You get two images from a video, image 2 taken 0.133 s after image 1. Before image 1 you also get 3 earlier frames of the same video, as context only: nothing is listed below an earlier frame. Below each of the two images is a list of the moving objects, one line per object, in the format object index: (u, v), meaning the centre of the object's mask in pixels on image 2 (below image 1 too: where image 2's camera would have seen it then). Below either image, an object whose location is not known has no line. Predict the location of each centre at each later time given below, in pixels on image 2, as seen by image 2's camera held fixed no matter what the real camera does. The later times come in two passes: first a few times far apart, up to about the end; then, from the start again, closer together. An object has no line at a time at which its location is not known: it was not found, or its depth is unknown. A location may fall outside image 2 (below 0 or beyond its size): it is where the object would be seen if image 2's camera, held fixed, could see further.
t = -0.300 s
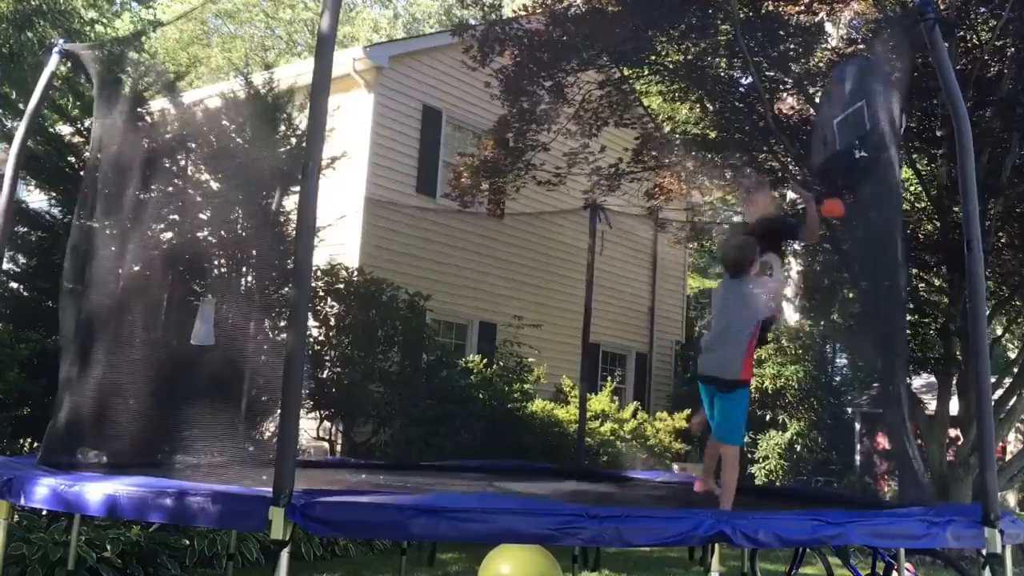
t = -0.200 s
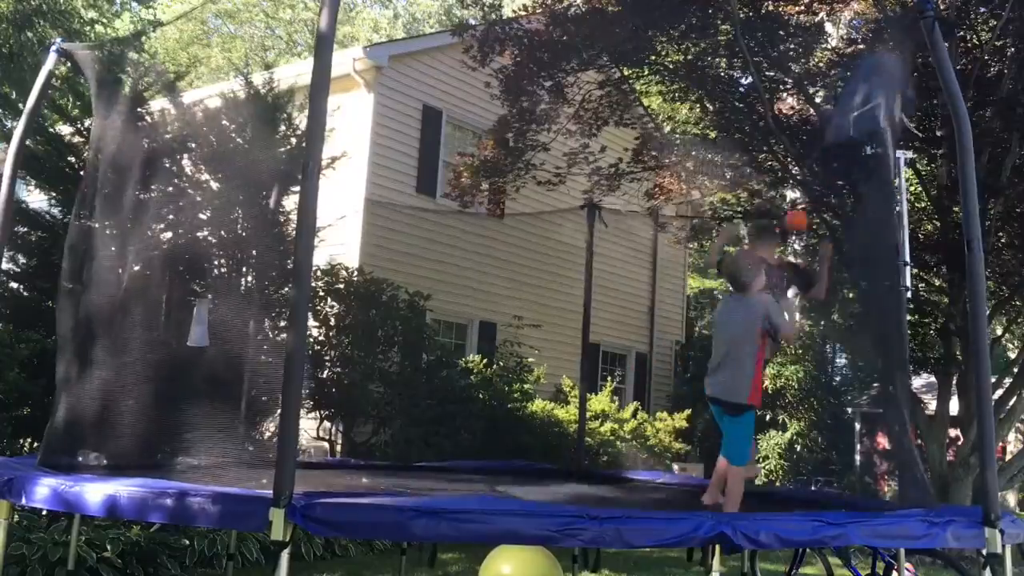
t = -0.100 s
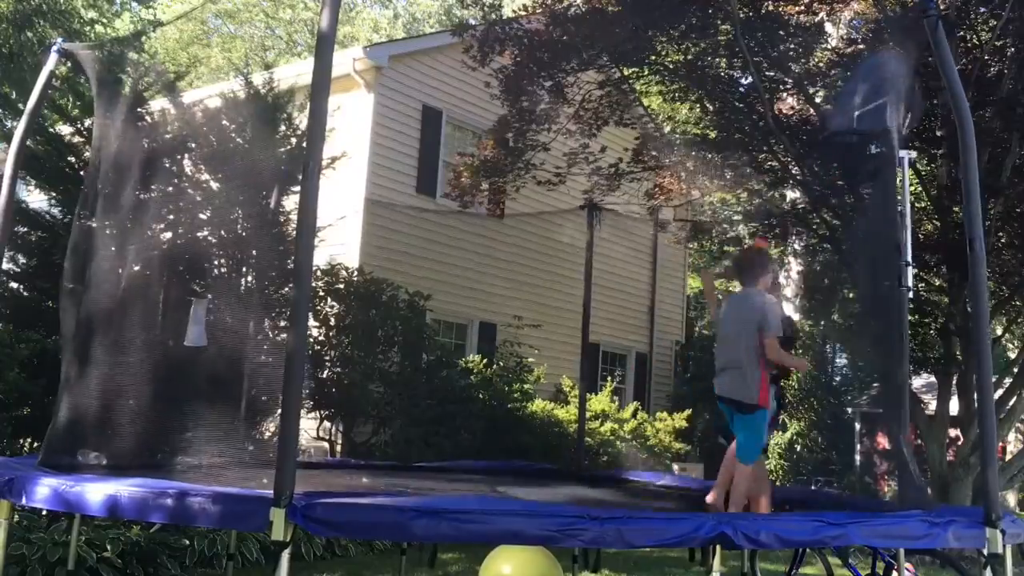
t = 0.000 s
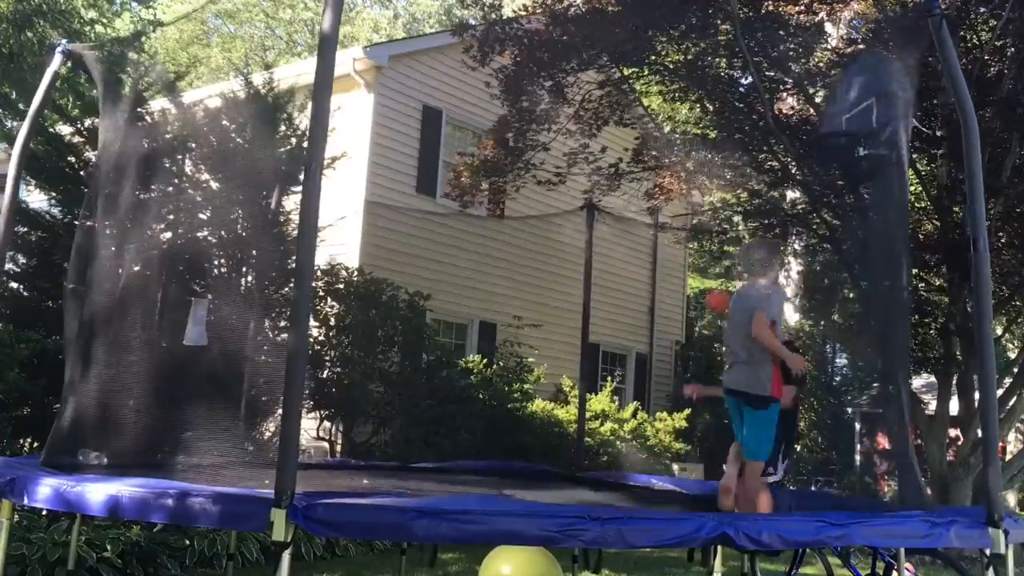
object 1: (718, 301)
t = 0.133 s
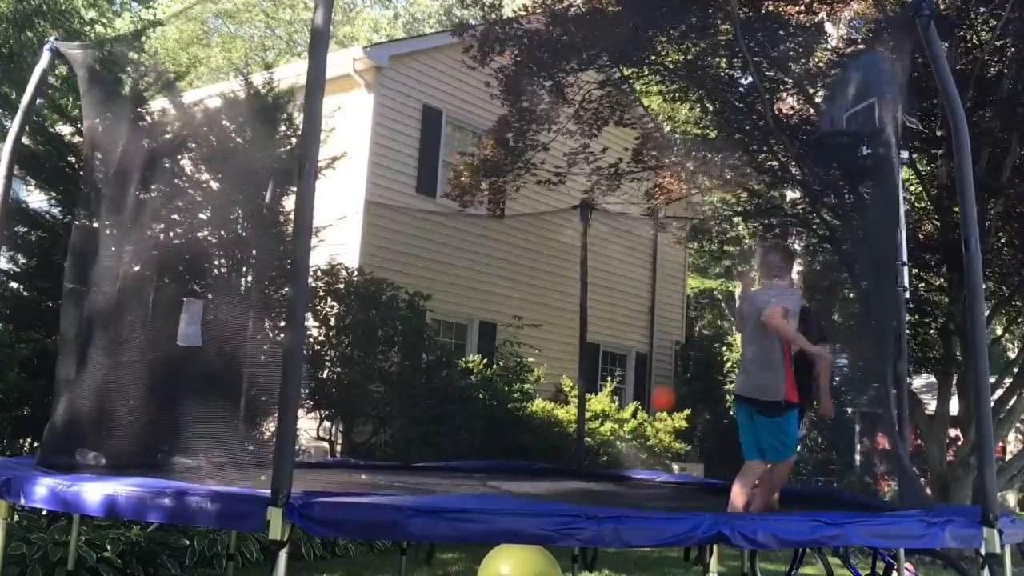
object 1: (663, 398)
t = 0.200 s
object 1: (632, 462)
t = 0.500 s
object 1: (570, 409)
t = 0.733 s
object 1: (523, 425)
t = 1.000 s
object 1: (464, 451)
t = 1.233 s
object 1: (408, 485)
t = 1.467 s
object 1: (359, 473)
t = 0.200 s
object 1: (632, 462)
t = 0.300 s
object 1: (603, 479)
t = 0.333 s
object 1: (598, 462)
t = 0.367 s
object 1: (593, 447)
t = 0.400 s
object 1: (588, 434)
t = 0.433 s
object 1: (582, 424)
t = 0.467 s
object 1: (576, 415)
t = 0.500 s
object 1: (570, 409)
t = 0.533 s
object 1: (563, 404)
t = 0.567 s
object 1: (557, 402)
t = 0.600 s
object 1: (551, 402)
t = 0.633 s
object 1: (544, 404)
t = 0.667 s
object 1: (537, 409)
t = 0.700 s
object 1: (531, 416)
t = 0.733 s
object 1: (523, 425)
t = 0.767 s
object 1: (515, 437)
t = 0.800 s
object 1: (507, 450)
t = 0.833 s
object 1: (499, 467)
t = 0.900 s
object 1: (484, 470)
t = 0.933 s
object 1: (477, 462)
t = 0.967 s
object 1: (471, 456)
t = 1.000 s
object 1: (464, 451)
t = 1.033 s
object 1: (457, 449)
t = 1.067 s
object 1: (450, 449)
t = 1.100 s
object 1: (442, 452)
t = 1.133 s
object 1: (433, 458)
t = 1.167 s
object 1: (425, 465)
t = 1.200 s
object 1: (417, 475)
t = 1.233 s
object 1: (408, 485)
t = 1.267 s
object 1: (402, 476)
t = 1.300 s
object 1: (395, 470)
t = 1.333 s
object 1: (389, 466)
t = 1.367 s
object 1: (382, 464)
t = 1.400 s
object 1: (375, 465)
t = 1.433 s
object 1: (367, 468)
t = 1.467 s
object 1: (359, 473)
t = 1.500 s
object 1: (350, 476)
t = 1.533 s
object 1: (344, 472)
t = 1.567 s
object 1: (337, 471)
